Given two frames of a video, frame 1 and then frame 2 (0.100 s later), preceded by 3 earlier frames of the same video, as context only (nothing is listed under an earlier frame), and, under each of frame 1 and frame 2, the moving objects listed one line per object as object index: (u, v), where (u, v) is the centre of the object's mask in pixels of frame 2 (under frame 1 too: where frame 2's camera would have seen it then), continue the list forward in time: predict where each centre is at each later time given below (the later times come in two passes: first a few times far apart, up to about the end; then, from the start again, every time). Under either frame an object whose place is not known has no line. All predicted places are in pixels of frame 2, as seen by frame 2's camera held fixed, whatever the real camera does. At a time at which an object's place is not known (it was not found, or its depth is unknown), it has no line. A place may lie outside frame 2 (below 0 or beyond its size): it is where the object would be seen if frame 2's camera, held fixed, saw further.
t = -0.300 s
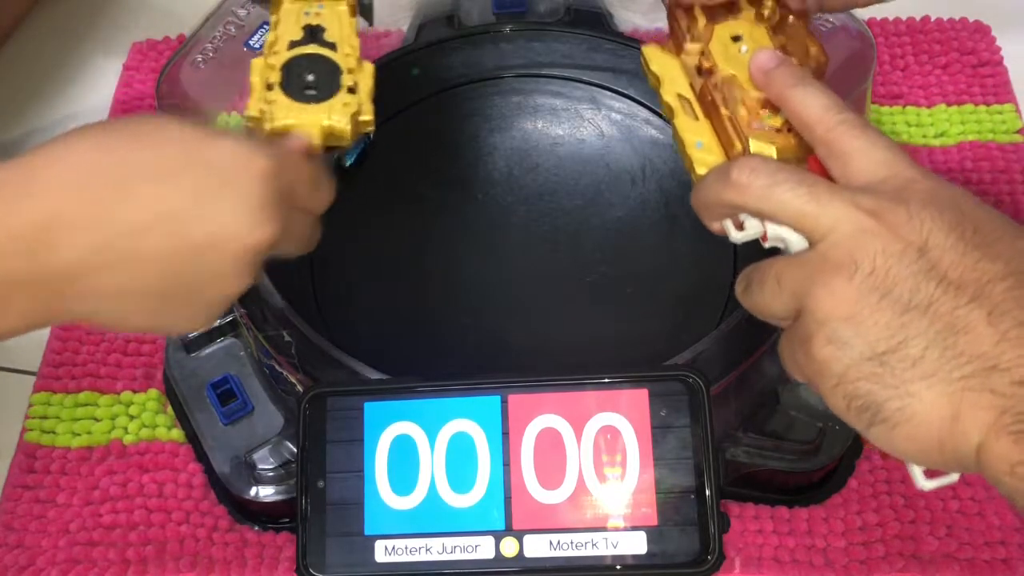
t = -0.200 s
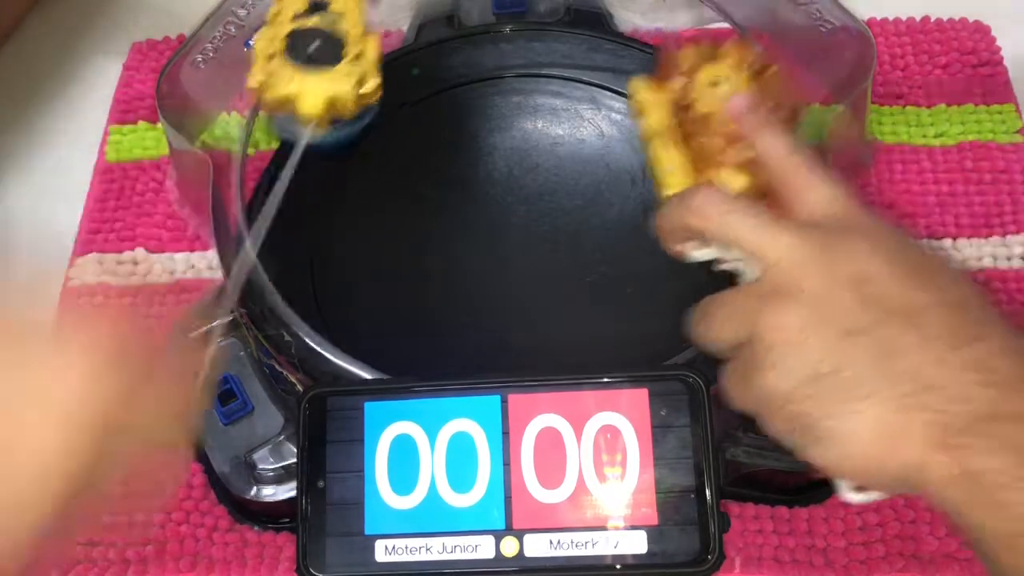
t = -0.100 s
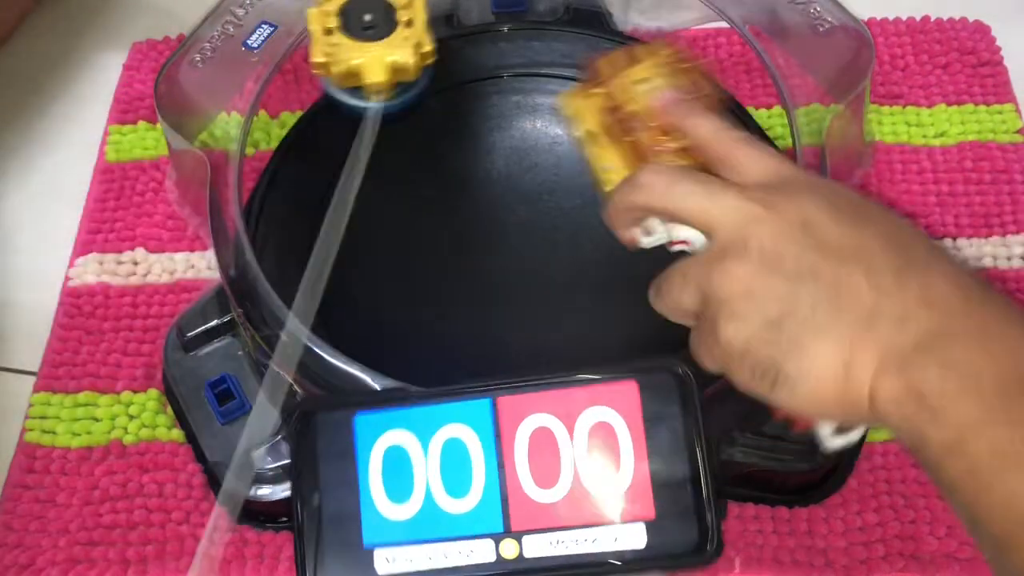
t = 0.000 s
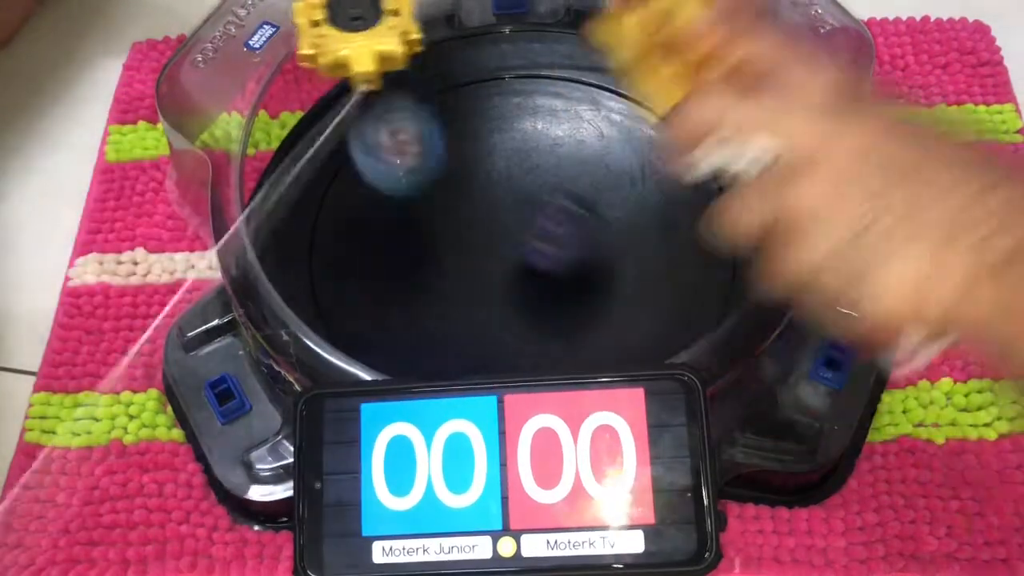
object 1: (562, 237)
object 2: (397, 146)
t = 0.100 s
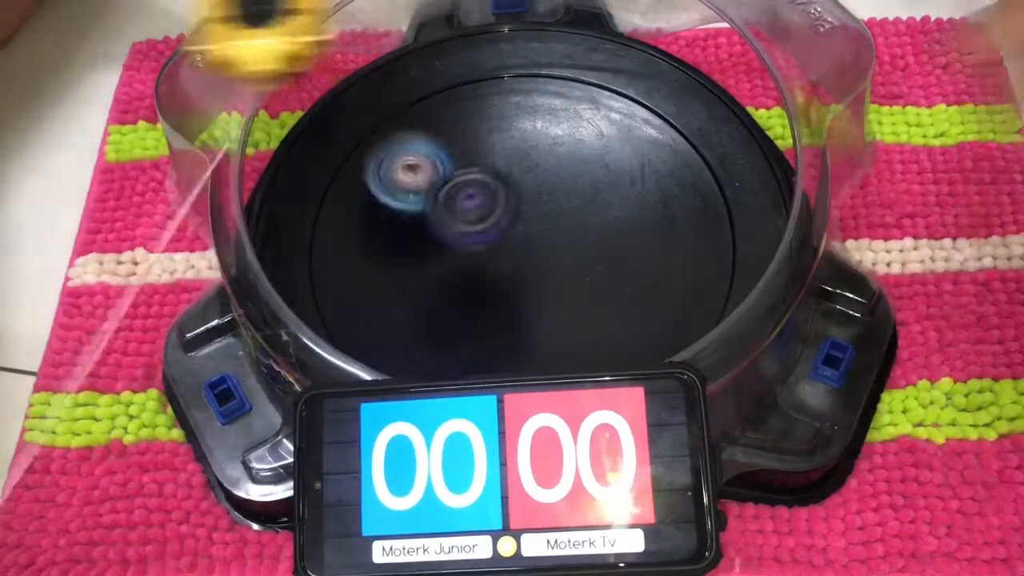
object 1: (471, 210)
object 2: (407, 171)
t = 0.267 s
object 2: (443, 175)
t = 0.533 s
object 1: (610, 326)
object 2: (553, 251)
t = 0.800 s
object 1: (661, 138)
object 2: (512, 270)
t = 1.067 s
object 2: (486, 246)
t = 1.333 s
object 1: (624, 352)
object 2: (515, 251)
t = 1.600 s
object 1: (599, 81)
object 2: (530, 244)
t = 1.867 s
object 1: (347, 317)
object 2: (521, 241)
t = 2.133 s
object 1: (730, 246)
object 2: (527, 244)
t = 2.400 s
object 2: (530, 231)
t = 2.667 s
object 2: (509, 229)
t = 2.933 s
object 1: (717, 172)
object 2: (509, 237)
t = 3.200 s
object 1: (364, 125)
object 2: (514, 232)
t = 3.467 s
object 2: (507, 233)
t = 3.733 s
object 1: (714, 171)
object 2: (508, 240)
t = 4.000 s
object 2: (514, 240)
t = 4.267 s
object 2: (515, 240)
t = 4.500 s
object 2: (514, 240)
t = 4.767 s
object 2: (516, 239)
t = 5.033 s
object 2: (518, 235)
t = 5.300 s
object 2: (515, 236)
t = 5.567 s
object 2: (514, 236)
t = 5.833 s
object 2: (512, 234)
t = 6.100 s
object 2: (513, 237)
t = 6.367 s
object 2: (515, 238)
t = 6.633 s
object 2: (515, 240)
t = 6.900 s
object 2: (517, 239)
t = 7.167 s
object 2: (516, 237)
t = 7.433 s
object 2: (516, 237)
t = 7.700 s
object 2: (517, 237)
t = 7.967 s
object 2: (514, 237)
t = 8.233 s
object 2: (514, 239)
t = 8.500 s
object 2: (515, 239)
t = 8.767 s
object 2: (515, 239)
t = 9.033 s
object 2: (516, 237)
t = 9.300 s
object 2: (516, 236)
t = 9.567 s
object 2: (514, 236)
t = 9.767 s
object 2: (513, 238)
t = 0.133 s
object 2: (406, 167)
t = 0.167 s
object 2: (410, 167)
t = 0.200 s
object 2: (417, 167)
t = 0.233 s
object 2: (428, 170)
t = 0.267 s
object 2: (443, 175)
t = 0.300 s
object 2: (461, 182)
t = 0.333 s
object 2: (480, 191)
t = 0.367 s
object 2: (496, 199)
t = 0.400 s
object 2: (512, 209)
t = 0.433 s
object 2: (526, 220)
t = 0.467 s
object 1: (555, 334)
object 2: (539, 231)
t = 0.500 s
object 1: (583, 331)
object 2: (547, 241)
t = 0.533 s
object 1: (610, 326)
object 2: (553, 251)
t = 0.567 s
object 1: (640, 316)
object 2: (554, 258)
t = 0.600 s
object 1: (671, 299)
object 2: (550, 261)
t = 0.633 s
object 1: (694, 274)
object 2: (546, 262)
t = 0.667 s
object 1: (702, 247)
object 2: (540, 265)
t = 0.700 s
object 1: (704, 219)
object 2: (534, 268)
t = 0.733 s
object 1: (698, 191)
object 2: (528, 270)
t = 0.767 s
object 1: (684, 164)
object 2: (520, 271)
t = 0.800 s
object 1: (661, 138)
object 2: (512, 270)
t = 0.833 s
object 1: (631, 115)
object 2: (505, 268)
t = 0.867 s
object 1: (594, 101)
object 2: (500, 264)
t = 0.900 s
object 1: (549, 89)
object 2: (495, 260)
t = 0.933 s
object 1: (505, 82)
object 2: (492, 256)
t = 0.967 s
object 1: (458, 77)
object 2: (489, 252)
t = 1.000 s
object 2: (487, 249)
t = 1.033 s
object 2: (486, 248)
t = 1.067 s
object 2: (486, 246)
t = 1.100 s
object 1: (314, 201)
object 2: (489, 246)
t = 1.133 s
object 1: (308, 256)
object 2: (492, 247)
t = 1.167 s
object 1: (331, 302)
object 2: (495, 247)
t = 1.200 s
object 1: (367, 338)
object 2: (499, 248)
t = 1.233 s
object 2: (503, 249)
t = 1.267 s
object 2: (508, 249)
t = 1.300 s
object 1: (549, 368)
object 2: (511, 250)
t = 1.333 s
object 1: (624, 352)
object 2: (515, 251)
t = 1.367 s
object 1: (668, 332)
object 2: (518, 251)
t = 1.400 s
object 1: (700, 298)
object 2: (521, 250)
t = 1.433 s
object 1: (725, 261)
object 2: (524, 249)
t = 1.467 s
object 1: (730, 221)
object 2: (526, 248)
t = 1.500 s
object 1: (714, 171)
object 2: (528, 247)
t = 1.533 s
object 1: (686, 131)
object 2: (529, 246)
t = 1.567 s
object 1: (648, 102)
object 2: (530, 245)
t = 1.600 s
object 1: (599, 81)
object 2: (530, 244)
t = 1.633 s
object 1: (542, 73)
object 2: (529, 243)
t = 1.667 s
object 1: (481, 67)
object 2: (528, 241)
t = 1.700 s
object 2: (527, 240)
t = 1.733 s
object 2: (526, 240)
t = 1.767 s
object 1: (336, 161)
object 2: (524, 240)
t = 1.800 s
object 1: (313, 213)
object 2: (523, 241)
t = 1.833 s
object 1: (313, 269)
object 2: (522, 241)
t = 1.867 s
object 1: (347, 317)
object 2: (521, 241)
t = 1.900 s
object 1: (386, 350)
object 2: (521, 241)
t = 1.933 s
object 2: (520, 242)
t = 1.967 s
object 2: (521, 242)
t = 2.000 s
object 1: (589, 363)
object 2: (522, 243)
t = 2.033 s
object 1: (642, 348)
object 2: (523, 244)
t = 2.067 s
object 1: (682, 322)
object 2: (524, 244)
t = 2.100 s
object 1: (709, 288)
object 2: (526, 244)
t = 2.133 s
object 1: (730, 246)
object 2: (527, 244)
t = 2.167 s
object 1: (728, 202)
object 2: (529, 241)
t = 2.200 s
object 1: (709, 159)
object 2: (530, 240)
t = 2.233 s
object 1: (679, 121)
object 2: (531, 239)
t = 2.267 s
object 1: (639, 90)
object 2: (532, 238)
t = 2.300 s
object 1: (587, 81)
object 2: (532, 237)
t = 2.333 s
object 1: (538, 81)
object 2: (532, 235)
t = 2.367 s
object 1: (473, 67)
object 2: (531, 233)
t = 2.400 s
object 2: (530, 231)
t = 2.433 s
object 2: (528, 230)
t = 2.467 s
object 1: (337, 162)
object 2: (525, 229)
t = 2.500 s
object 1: (316, 207)
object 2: (522, 229)
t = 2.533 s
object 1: (311, 257)
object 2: (519, 228)
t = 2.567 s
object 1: (332, 302)
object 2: (516, 228)
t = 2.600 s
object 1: (369, 338)
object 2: (513, 228)
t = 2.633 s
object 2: (511, 228)
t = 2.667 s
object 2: (509, 229)
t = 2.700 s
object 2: (507, 230)
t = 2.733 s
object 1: (590, 364)
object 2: (506, 233)
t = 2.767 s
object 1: (641, 350)
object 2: (506, 234)
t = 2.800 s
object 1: (678, 325)
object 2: (505, 234)
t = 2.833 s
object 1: (705, 296)
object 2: (506, 234)
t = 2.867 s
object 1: (727, 259)
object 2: (507, 237)
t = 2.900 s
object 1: (733, 217)
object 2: (508, 236)
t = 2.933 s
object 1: (717, 172)
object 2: (509, 237)
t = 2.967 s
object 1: (691, 133)
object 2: (510, 236)
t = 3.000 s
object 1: (654, 103)
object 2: (511, 236)
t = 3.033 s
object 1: (609, 76)
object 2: (512, 236)
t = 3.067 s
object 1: (559, 66)
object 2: (514, 235)
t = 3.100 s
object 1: (507, 64)
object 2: (515, 235)
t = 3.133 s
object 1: (453, 74)
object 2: (515, 235)
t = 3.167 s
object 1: (403, 97)
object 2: (514, 233)
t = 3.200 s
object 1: (364, 125)
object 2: (514, 232)
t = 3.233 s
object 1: (334, 165)
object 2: (514, 232)
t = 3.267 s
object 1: (313, 210)
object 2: (513, 232)
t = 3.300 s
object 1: (309, 254)
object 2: (512, 231)
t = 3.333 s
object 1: (327, 295)
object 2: (510, 231)
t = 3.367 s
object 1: (355, 328)
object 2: (509, 231)
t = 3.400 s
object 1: (389, 353)
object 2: (508, 232)
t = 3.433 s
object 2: (507, 232)
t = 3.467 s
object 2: (507, 233)
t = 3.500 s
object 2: (506, 234)
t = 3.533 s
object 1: (603, 361)
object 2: (506, 235)
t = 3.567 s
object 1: (649, 347)
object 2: (506, 236)
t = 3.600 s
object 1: (681, 322)
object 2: (506, 237)
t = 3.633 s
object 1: (713, 288)
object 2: (506, 237)
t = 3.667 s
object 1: (730, 255)
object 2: (506, 238)
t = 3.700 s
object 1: (729, 215)
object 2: (507, 238)
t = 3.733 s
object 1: (714, 171)
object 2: (508, 240)
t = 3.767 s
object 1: (691, 135)
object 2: (508, 240)
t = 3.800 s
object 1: (657, 103)
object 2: (509, 240)
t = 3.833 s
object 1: (615, 81)
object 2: (510, 240)
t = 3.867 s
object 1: (570, 66)
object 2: (511, 240)
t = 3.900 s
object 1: (519, 62)
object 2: (512, 240)
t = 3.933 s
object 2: (513, 240)
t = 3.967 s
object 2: (514, 239)
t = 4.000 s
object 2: (514, 240)
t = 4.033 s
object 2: (515, 239)
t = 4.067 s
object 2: (515, 239)
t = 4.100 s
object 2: (515, 239)
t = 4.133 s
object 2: (515, 240)
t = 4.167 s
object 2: (515, 240)
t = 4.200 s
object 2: (515, 239)
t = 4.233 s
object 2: (515, 240)
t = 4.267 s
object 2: (515, 240)
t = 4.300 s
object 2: (515, 240)
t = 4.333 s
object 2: (515, 240)
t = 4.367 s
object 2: (514, 241)
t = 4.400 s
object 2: (514, 240)
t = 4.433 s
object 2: (514, 239)
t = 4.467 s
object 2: (514, 239)
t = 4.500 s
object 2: (514, 240)
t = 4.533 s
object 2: (514, 240)
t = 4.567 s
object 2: (514, 240)
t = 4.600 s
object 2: (514, 240)
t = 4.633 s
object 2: (515, 239)
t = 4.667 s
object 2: (515, 239)
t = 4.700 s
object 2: (515, 239)
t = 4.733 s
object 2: (516, 239)
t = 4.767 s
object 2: (516, 239)
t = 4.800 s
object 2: (517, 239)
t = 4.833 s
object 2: (517, 238)
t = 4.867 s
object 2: (518, 239)
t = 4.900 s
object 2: (518, 239)
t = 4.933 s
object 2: (518, 237)
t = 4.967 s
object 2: (518, 236)
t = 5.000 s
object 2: (518, 236)
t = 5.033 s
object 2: (518, 235)
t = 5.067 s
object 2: (517, 236)
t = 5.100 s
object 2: (517, 236)
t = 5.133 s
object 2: (517, 236)
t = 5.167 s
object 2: (516, 236)
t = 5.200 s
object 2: (516, 236)
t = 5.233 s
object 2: (515, 236)
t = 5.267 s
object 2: (515, 236)
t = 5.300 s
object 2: (515, 236)
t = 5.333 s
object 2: (515, 236)
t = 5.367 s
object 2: (515, 237)
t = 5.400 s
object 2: (515, 237)
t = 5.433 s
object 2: (514, 237)
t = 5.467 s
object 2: (514, 236)
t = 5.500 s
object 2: (514, 236)
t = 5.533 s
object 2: (514, 236)
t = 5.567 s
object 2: (514, 236)
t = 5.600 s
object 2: (513, 236)
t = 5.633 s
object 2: (513, 235)
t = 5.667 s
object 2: (513, 235)
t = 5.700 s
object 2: (512, 235)
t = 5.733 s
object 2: (512, 235)
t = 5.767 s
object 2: (512, 234)
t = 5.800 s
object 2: (512, 234)
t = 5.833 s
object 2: (512, 234)
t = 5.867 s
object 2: (512, 234)
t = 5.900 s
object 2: (512, 234)
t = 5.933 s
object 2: (512, 234)
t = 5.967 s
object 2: (512, 235)
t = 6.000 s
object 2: (512, 235)
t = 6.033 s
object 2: (512, 235)
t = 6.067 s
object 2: (513, 236)
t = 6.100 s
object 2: (513, 237)
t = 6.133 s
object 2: (513, 236)
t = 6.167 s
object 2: (514, 237)
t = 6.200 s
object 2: (514, 238)
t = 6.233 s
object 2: (514, 238)
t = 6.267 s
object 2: (514, 238)
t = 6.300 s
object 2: (514, 239)
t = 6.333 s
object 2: (515, 238)
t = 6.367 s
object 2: (515, 238)
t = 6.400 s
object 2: (515, 239)
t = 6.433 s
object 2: (515, 238)
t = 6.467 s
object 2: (515, 239)
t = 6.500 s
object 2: (515, 239)
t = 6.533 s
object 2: (515, 239)
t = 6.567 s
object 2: (515, 240)
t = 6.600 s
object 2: (515, 240)
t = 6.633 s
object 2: (515, 240)
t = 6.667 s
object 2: (515, 240)
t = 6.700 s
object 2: (515, 239)
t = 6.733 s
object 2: (515, 239)
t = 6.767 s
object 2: (516, 239)
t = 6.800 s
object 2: (516, 240)
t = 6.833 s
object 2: (517, 239)
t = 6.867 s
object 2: (517, 238)
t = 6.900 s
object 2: (517, 239)
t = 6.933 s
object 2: (517, 238)
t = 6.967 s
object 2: (517, 238)
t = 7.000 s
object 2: (517, 238)
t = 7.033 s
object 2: (517, 237)
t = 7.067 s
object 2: (517, 237)
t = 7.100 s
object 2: (517, 237)
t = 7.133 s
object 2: (517, 237)
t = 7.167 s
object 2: (516, 237)
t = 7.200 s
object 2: (516, 237)
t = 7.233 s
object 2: (516, 237)
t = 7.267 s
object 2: (516, 237)
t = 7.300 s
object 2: (516, 237)
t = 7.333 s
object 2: (516, 237)
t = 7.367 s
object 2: (516, 237)
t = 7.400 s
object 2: (516, 237)
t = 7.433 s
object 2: (516, 237)
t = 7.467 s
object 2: (516, 237)
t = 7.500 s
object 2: (516, 237)
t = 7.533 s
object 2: (516, 237)
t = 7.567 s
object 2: (516, 237)
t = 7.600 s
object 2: (516, 237)
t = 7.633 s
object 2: (516, 237)
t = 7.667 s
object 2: (517, 238)
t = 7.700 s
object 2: (517, 237)
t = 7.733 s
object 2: (516, 237)
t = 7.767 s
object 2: (516, 237)
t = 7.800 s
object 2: (516, 237)
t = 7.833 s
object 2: (516, 237)
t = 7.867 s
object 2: (515, 237)
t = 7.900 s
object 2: (515, 237)
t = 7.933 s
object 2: (515, 237)
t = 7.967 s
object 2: (514, 237)
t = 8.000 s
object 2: (514, 237)
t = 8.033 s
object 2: (514, 237)
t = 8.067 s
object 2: (513, 237)
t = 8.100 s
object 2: (513, 238)
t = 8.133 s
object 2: (513, 239)
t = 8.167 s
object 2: (513, 239)
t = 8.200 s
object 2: (514, 239)
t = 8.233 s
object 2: (514, 239)
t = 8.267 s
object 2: (514, 239)
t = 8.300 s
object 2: (514, 239)
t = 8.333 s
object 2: (515, 239)
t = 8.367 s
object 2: (515, 239)
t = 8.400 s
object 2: (515, 239)
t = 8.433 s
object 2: (515, 239)
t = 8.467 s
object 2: (515, 239)
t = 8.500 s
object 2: (515, 239)
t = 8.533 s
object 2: (515, 239)
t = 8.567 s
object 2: (515, 239)
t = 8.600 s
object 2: (515, 239)
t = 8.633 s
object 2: (514, 239)
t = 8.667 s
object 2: (515, 239)
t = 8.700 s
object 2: (515, 239)
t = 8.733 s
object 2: (515, 239)
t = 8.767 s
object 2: (515, 239)
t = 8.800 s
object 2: (515, 239)
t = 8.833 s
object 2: (516, 238)
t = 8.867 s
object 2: (516, 238)
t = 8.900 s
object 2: (516, 238)
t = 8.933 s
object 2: (516, 238)
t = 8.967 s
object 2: (516, 237)
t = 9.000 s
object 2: (516, 237)
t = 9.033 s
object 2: (516, 237)
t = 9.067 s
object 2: (516, 237)
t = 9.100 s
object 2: (516, 237)
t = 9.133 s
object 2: (516, 237)
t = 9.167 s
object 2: (516, 237)
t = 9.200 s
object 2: (516, 237)
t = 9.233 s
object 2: (516, 237)
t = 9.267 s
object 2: (516, 237)
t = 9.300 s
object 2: (516, 236)
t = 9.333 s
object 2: (516, 236)
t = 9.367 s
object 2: (516, 236)
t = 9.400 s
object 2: (515, 237)
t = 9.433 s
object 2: (515, 237)
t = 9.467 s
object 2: (515, 236)
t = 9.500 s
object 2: (515, 235)
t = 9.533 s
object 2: (514, 237)
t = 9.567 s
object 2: (514, 236)
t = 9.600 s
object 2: (514, 236)
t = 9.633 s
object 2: (514, 236)
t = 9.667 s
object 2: (513, 237)
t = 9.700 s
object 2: (513, 237)
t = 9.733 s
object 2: (513, 238)
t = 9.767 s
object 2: (513, 238)
